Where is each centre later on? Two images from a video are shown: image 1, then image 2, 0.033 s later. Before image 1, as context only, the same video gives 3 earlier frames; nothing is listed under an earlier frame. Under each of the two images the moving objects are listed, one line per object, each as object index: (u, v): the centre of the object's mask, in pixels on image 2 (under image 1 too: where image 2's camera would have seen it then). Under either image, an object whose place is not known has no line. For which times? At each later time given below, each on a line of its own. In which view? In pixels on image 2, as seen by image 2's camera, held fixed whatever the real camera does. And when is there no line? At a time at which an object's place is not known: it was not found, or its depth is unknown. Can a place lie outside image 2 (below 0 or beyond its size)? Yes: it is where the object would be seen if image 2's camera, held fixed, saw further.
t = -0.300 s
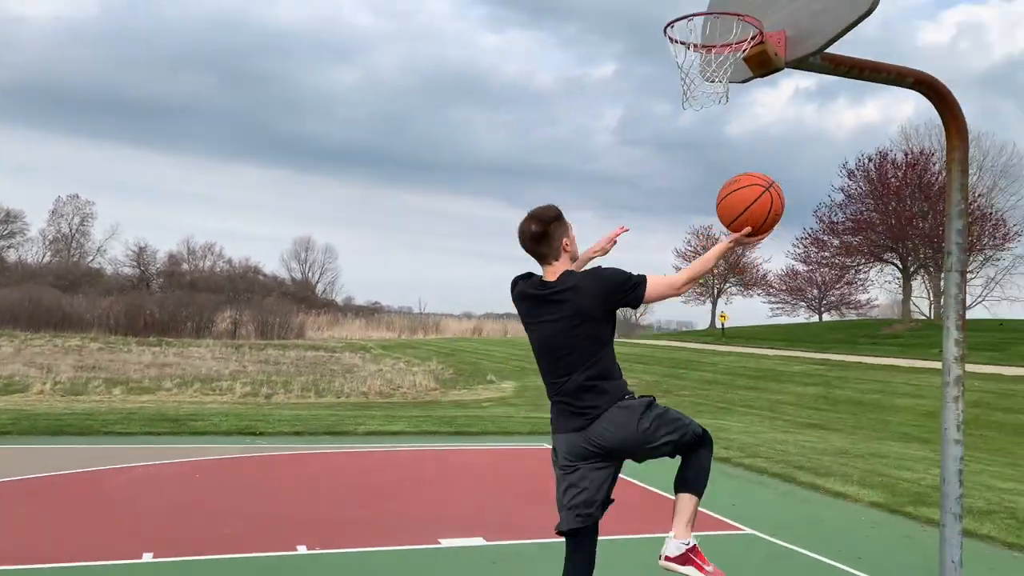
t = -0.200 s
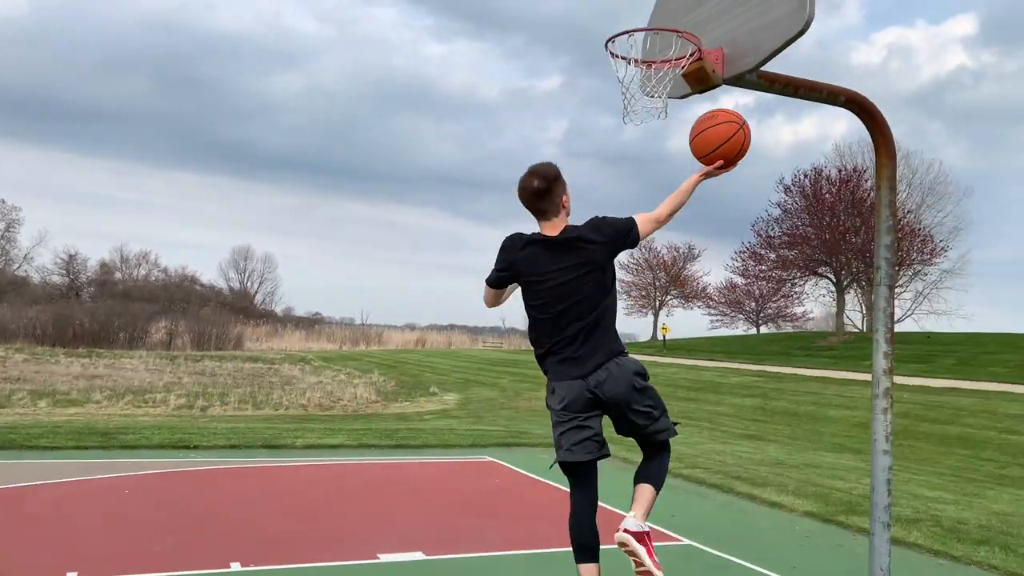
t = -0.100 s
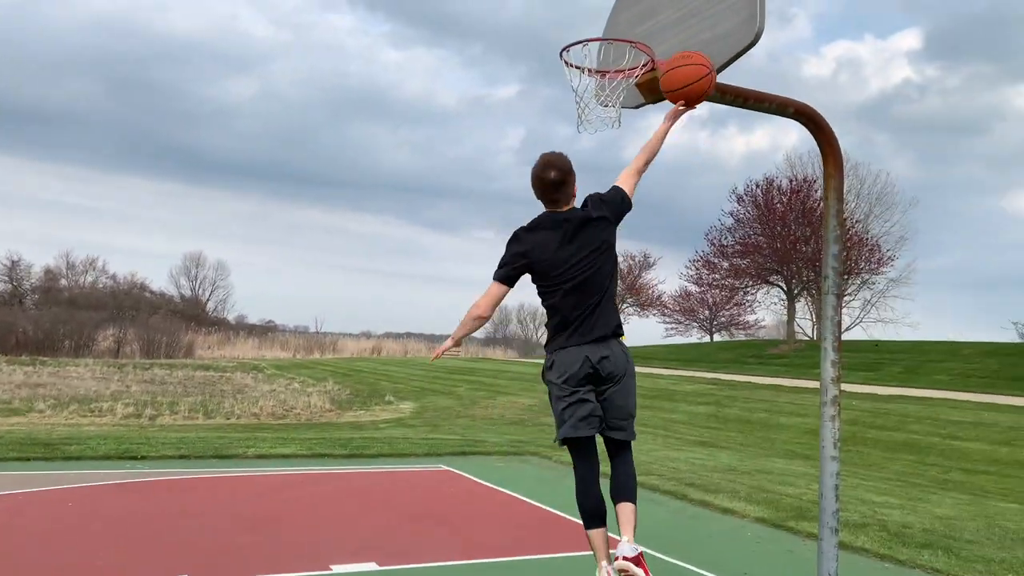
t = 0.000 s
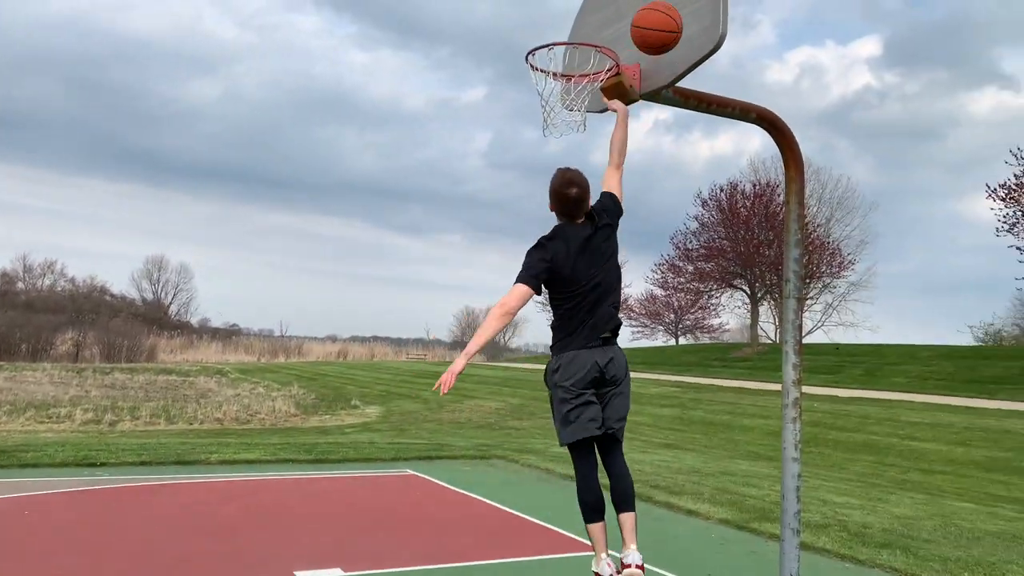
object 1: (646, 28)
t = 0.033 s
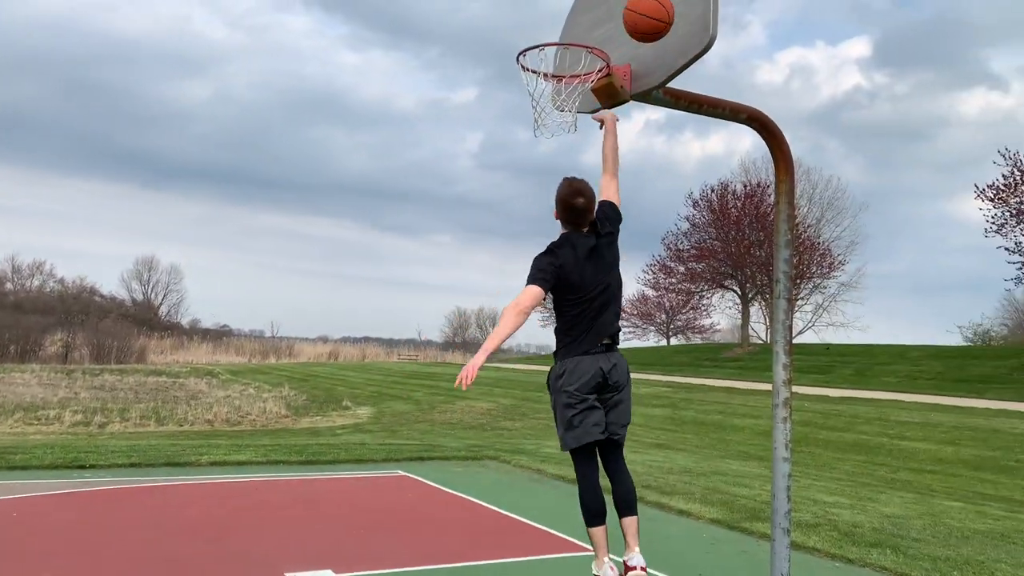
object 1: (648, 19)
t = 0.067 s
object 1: (651, 13)
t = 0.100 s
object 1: (654, 10)
